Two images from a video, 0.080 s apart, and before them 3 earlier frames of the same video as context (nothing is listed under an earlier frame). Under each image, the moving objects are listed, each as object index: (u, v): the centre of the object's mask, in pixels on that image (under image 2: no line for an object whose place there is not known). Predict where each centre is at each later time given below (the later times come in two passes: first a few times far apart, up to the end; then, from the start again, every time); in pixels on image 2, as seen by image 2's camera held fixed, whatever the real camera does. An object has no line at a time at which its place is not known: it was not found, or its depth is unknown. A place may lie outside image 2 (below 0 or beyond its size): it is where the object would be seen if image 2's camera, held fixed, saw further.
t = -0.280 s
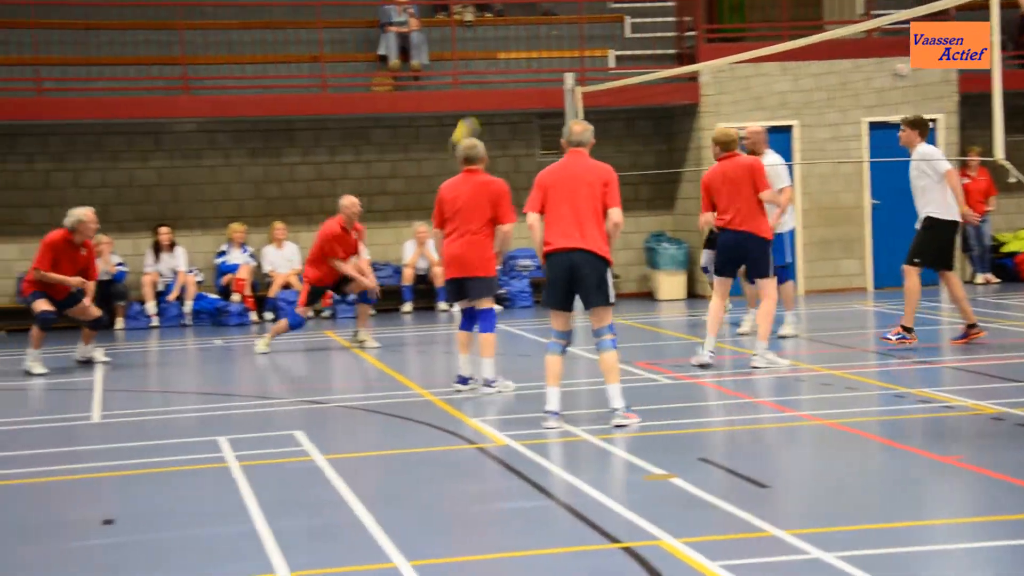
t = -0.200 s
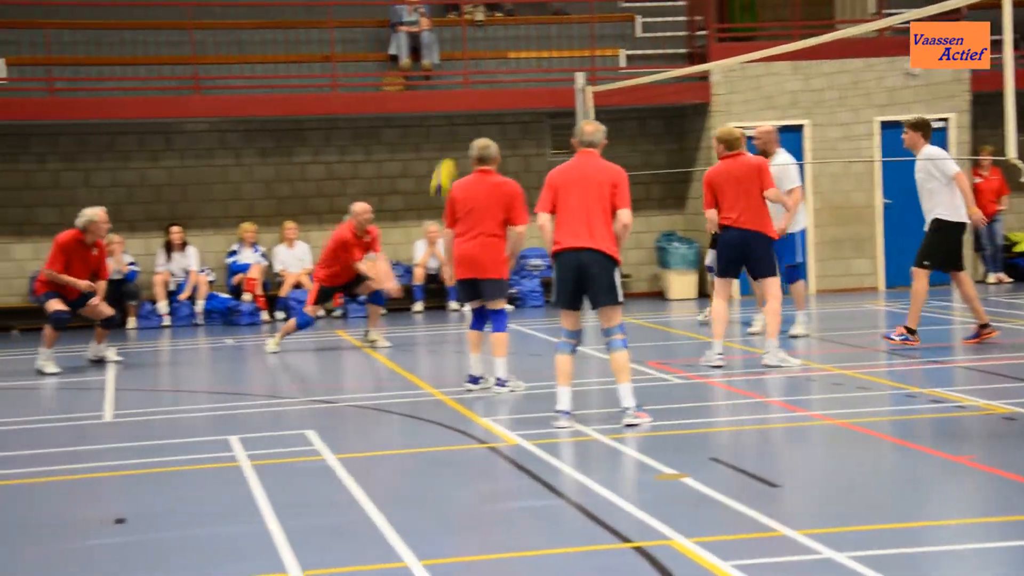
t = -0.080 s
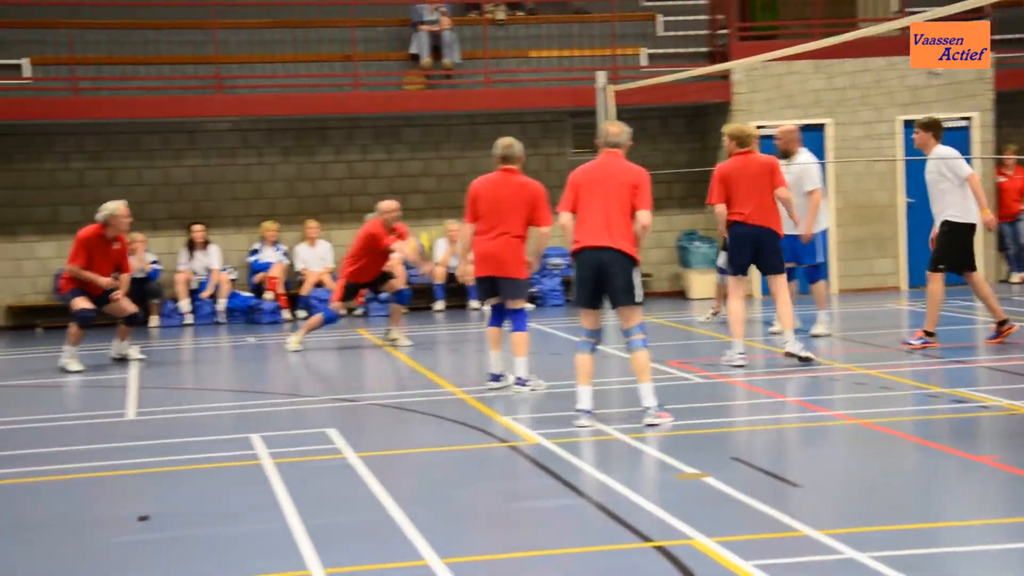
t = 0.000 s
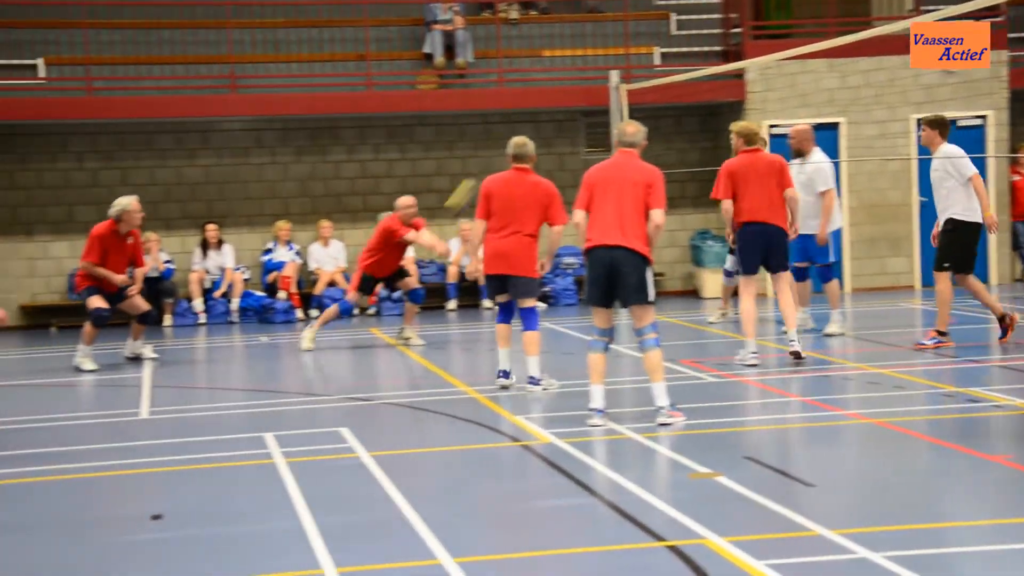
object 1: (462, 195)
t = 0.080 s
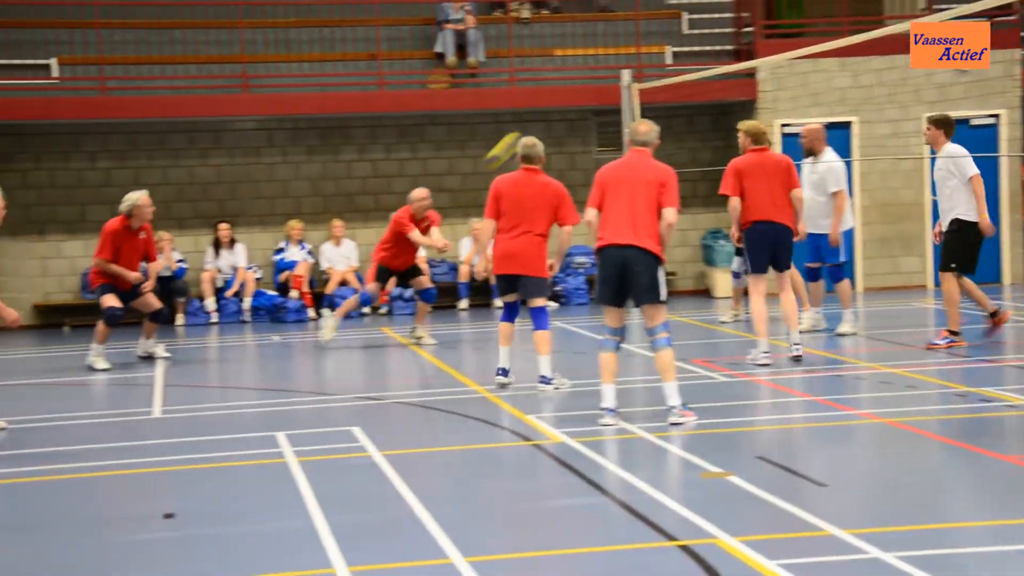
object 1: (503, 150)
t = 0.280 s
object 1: (586, 61)
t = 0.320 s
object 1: (604, 48)
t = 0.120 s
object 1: (520, 129)
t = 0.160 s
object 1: (536, 110)
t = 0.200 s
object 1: (552, 93)
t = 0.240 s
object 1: (568, 76)
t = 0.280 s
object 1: (586, 61)
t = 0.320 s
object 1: (604, 48)
